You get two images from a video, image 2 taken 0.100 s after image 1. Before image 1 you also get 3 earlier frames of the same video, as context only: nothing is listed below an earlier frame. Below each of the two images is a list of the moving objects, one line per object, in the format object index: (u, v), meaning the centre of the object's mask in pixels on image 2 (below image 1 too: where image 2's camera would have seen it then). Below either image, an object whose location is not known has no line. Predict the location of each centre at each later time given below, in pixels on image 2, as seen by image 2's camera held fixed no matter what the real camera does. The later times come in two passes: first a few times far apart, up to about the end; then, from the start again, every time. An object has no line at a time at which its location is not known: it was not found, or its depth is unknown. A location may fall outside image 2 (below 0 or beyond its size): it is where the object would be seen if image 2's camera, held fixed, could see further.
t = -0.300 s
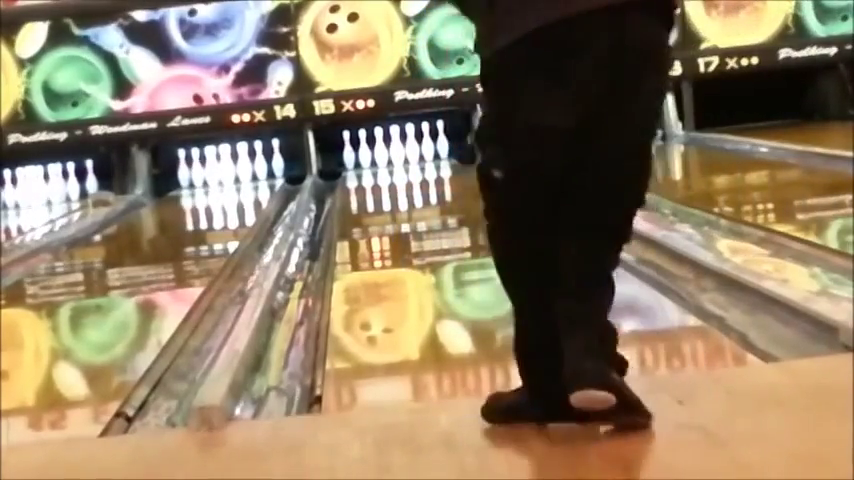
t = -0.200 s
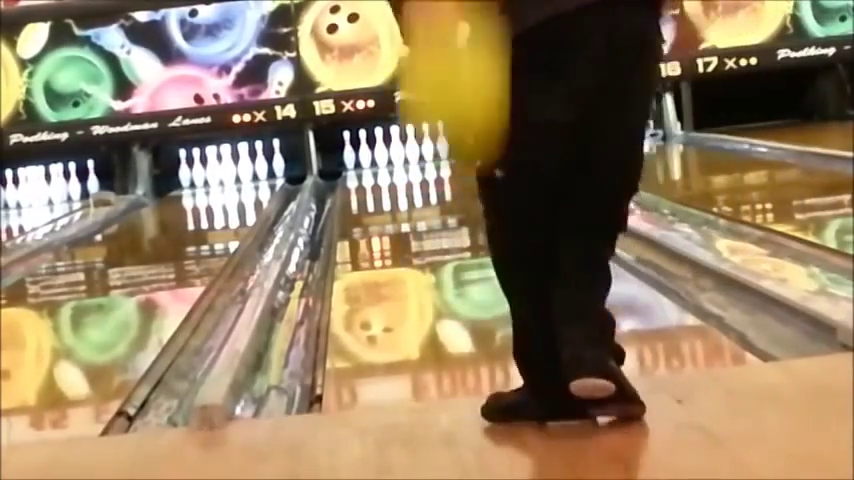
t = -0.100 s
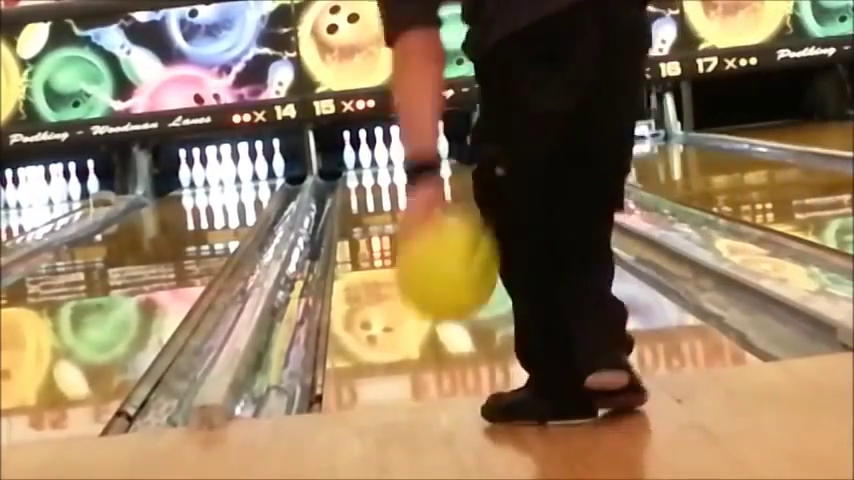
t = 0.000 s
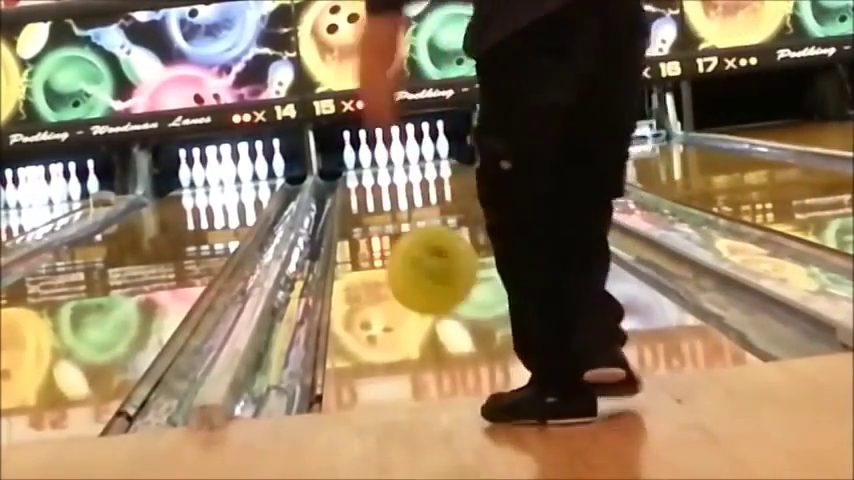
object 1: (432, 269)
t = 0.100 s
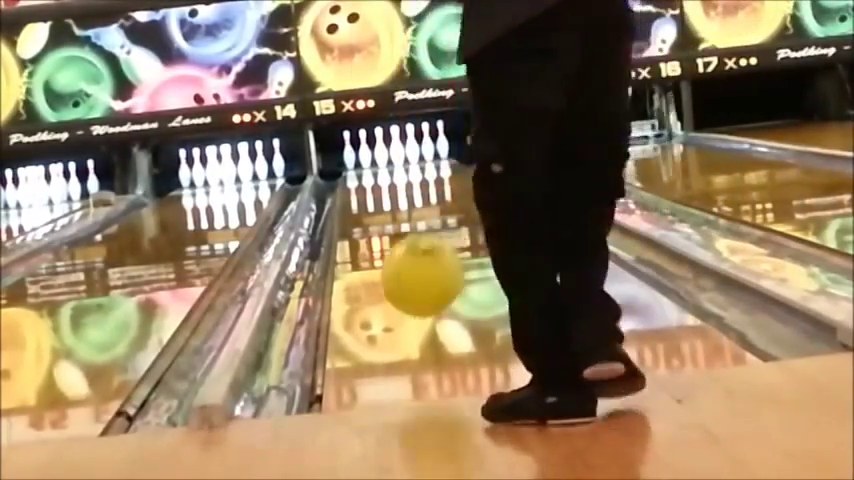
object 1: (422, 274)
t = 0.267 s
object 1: (408, 287)
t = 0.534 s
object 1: (391, 253)
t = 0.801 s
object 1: (378, 229)
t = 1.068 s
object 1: (371, 211)
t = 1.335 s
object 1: (367, 197)
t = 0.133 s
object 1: (419, 284)
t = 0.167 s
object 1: (417, 297)
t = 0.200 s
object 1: (414, 300)
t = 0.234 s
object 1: (411, 292)
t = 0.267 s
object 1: (408, 287)
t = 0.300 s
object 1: (406, 285)
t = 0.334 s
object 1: (403, 279)
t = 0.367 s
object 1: (400, 274)
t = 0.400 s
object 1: (398, 269)
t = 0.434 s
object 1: (396, 265)
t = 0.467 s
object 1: (394, 260)
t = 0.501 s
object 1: (392, 256)
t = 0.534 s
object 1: (391, 253)
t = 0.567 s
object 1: (387, 249)
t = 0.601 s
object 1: (385, 245)
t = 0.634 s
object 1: (384, 243)
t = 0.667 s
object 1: (382, 240)
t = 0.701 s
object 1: (380, 240)
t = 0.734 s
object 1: (380, 235)
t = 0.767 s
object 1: (379, 231)
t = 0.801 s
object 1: (378, 229)
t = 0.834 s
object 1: (377, 227)
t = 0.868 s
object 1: (376, 224)
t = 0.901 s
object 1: (375, 222)
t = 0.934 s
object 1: (374, 219)
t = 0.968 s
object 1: (373, 217)
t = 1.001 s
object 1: (372, 215)
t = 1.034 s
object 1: (371, 213)
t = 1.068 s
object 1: (371, 211)
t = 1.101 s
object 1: (371, 209)
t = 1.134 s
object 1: (370, 207)
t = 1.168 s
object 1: (369, 206)
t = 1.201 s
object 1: (368, 204)
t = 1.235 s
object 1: (368, 202)
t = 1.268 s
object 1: (367, 200)
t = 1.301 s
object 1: (367, 199)
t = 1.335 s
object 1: (367, 197)
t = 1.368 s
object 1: (367, 195)
